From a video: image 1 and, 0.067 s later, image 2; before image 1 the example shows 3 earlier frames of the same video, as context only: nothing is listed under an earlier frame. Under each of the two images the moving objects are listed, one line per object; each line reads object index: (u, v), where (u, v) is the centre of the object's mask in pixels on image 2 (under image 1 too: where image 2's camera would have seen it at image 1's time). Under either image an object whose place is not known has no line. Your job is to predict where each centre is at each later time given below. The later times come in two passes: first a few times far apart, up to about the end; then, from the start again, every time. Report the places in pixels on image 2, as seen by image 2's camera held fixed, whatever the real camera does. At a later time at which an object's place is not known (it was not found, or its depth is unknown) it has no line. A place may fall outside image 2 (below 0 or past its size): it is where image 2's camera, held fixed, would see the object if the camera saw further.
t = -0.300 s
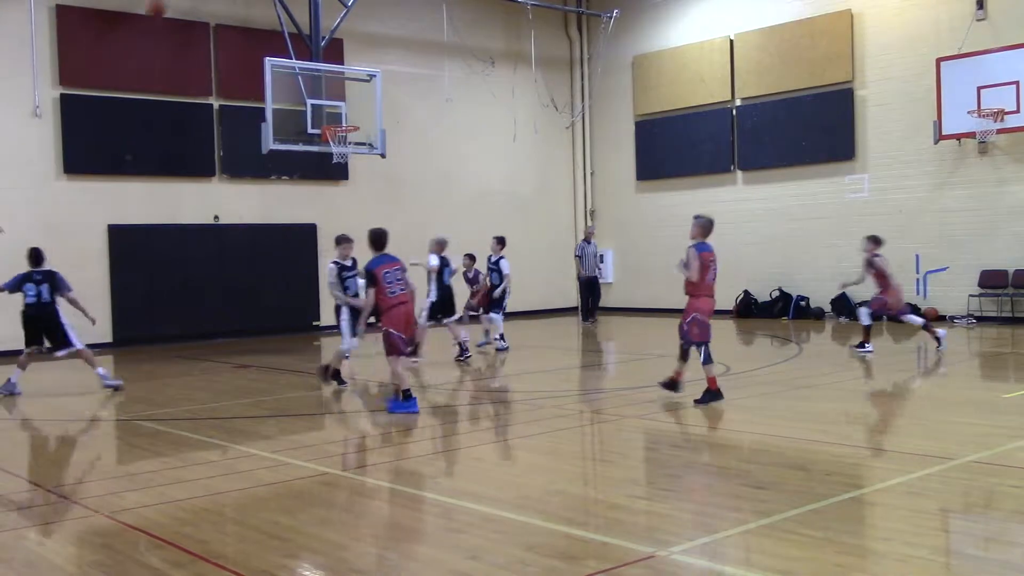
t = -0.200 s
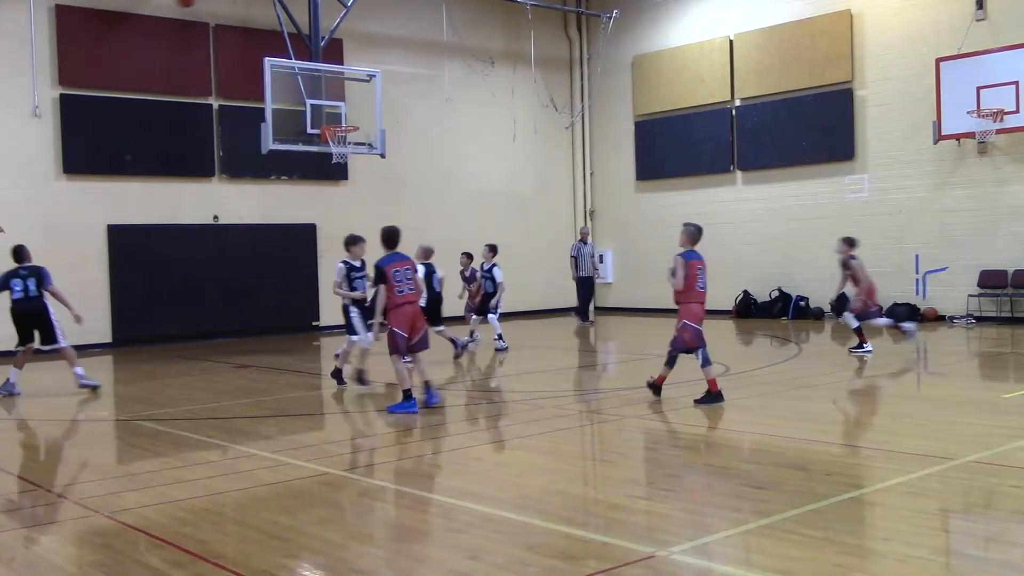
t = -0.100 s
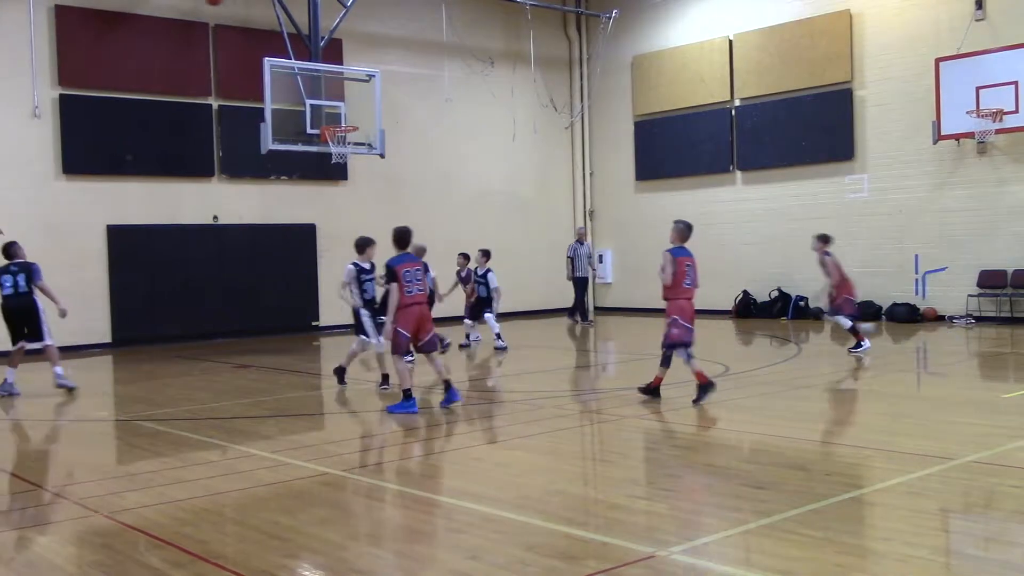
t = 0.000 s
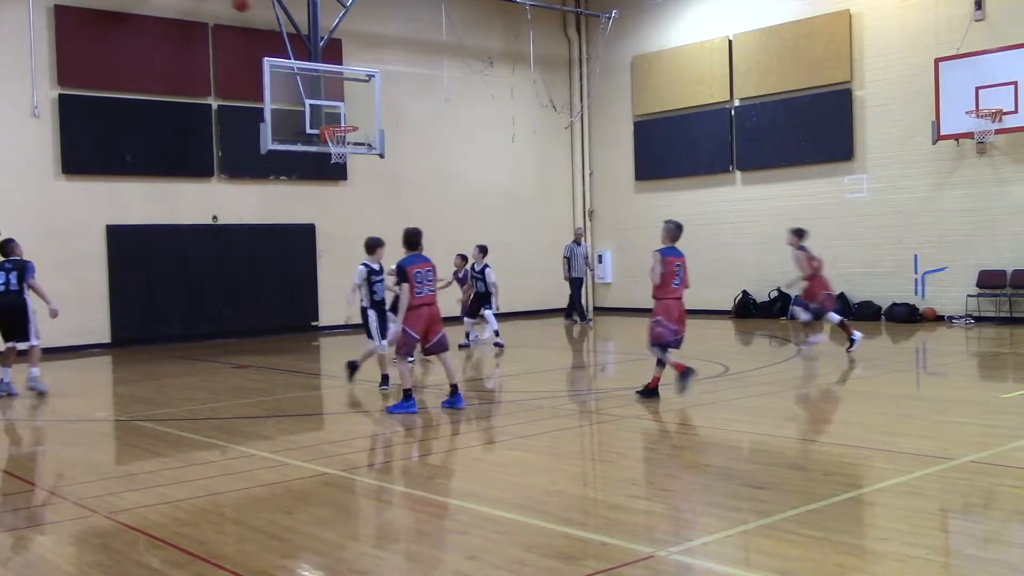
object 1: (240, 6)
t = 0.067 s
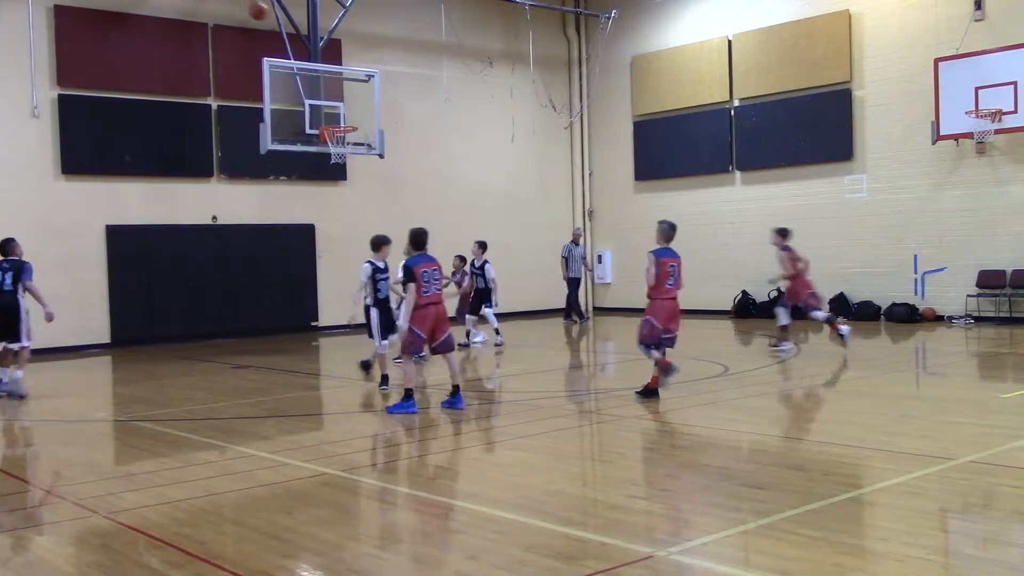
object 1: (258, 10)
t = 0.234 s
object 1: (300, 43)
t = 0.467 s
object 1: (356, 120)
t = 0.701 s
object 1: (395, 90)
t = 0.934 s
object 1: (435, 92)
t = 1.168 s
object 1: (473, 131)
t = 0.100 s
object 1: (266, 16)
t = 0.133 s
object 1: (275, 22)
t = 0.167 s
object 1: (284, 28)
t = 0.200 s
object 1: (292, 35)
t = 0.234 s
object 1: (300, 43)
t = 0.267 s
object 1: (309, 52)
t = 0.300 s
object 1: (318, 61)
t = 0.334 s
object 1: (326, 76)
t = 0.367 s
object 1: (333, 85)
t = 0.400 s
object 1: (341, 95)
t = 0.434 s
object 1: (349, 108)
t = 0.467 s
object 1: (356, 120)
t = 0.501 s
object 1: (362, 116)
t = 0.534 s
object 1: (368, 110)
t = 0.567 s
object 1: (373, 105)
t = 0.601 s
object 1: (378, 99)
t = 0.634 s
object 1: (384, 95)
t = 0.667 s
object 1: (390, 92)
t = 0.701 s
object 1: (395, 90)
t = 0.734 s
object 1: (401, 87)
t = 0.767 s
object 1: (406, 87)
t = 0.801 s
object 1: (412, 85)
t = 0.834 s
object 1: (418, 86)
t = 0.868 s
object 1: (423, 87)
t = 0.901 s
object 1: (429, 90)
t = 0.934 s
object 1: (435, 92)
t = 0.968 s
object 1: (440, 96)
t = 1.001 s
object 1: (446, 100)
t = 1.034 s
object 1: (451, 104)
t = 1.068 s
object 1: (457, 110)
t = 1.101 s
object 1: (462, 116)
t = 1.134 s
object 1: (468, 124)
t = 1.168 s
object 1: (473, 131)
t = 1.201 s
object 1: (479, 140)
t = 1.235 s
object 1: (484, 149)
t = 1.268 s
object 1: (490, 159)
